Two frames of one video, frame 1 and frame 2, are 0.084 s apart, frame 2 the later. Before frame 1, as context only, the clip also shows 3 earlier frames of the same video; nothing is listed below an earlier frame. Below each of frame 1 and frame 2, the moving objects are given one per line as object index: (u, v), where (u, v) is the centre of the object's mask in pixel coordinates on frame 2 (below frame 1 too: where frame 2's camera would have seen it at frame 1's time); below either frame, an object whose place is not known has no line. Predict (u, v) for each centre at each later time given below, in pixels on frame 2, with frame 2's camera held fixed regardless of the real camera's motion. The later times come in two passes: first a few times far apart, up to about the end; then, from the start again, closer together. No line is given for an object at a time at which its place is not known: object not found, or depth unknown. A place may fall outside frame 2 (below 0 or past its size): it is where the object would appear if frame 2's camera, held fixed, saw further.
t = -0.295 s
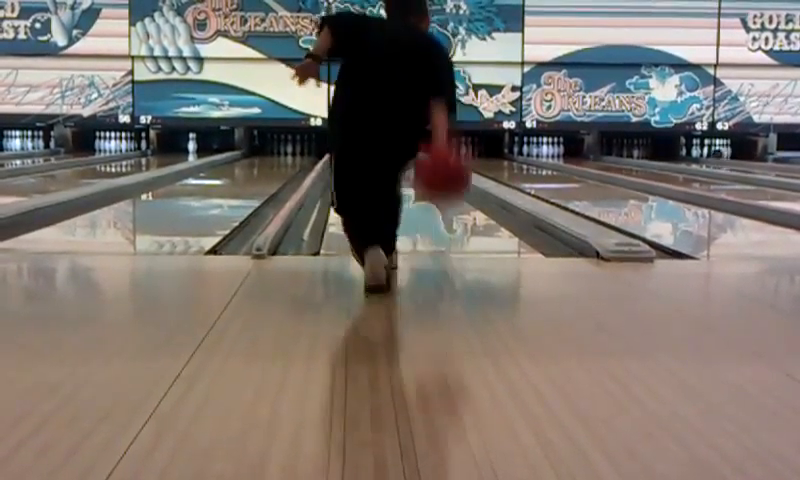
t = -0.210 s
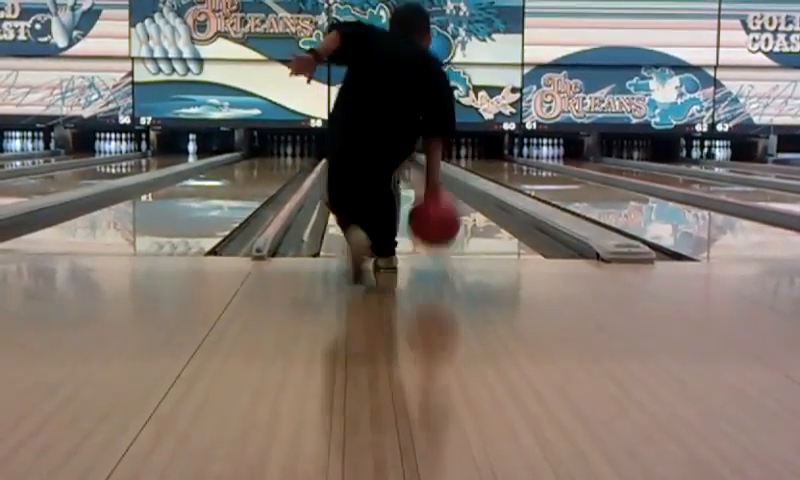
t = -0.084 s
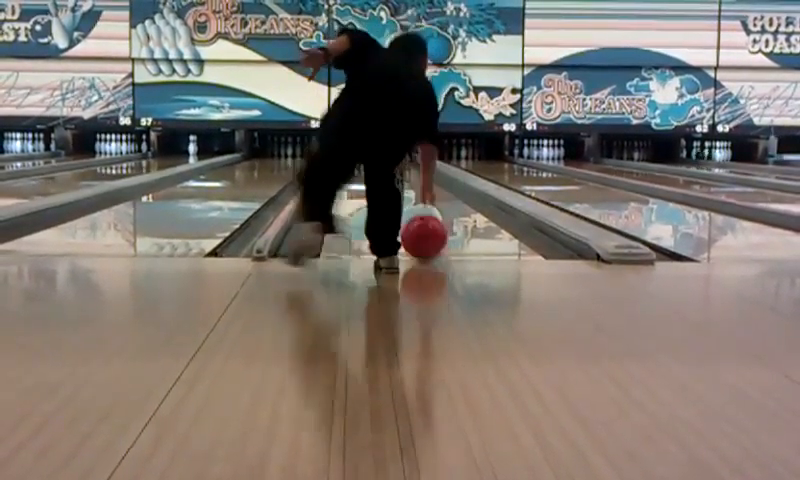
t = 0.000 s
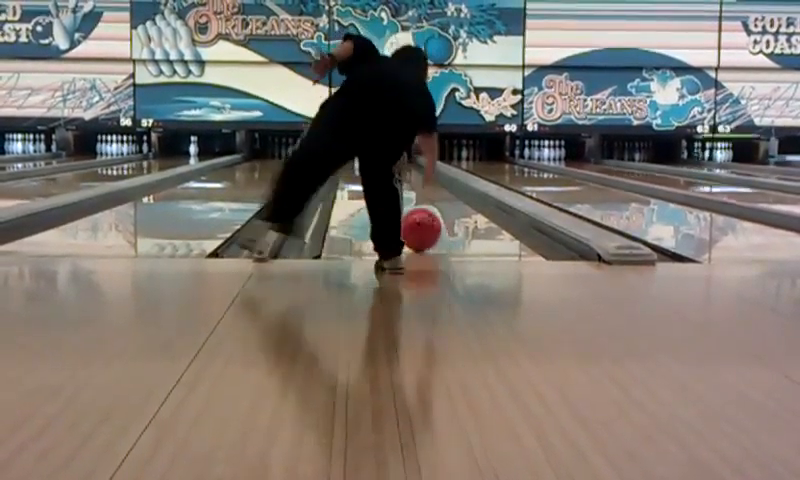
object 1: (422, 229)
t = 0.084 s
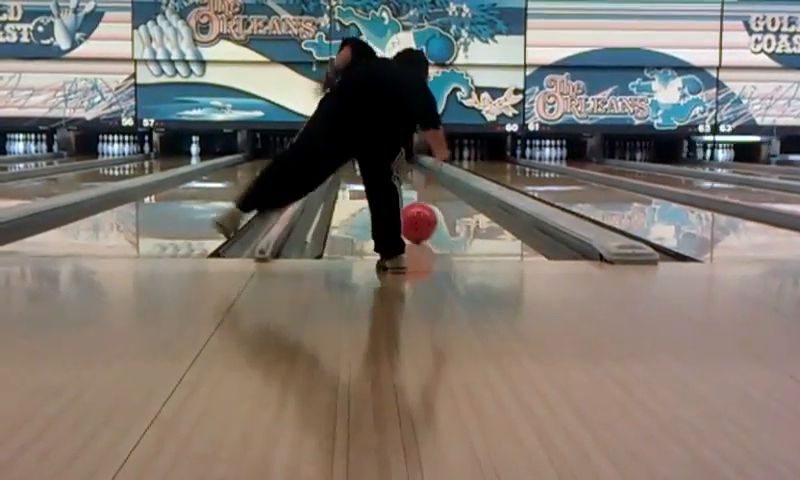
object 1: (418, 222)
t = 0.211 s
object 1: (413, 213)
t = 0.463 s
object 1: (402, 196)
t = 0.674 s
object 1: (398, 190)
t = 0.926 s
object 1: (395, 181)
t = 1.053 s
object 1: (400, 178)
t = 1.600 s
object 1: (387, 171)
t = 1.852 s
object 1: (385, 164)
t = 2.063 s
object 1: (384, 163)
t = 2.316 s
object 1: (382, 161)
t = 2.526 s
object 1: (381, 159)
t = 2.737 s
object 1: (380, 157)
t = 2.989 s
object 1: (379, 155)
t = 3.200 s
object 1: (378, 154)
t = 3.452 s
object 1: (377, 153)
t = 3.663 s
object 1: (379, 152)
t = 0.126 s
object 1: (417, 218)
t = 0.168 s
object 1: (415, 216)
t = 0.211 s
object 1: (413, 213)
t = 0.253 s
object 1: (412, 209)
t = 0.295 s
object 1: (411, 206)
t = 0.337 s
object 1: (410, 204)
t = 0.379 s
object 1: (408, 202)
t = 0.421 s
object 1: (405, 199)
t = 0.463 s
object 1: (402, 196)
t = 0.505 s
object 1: (401, 195)
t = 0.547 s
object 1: (401, 194)
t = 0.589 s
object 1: (400, 193)
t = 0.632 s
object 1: (400, 191)
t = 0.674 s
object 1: (398, 190)
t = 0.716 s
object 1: (397, 188)
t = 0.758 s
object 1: (396, 187)
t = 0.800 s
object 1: (396, 185)
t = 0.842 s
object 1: (395, 184)
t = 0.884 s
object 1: (395, 183)
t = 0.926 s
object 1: (395, 181)
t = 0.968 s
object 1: (397, 181)
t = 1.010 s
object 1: (398, 180)
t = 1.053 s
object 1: (400, 178)
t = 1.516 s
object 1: (381, 173)
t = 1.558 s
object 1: (385, 171)
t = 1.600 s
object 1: (387, 171)
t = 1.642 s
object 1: (386, 168)
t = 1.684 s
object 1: (386, 168)
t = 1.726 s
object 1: (386, 172)
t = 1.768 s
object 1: (385, 165)
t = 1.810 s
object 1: (385, 166)
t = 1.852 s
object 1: (385, 164)
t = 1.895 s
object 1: (385, 164)
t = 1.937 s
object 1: (384, 164)
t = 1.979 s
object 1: (385, 164)
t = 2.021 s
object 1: (384, 163)
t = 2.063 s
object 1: (384, 163)
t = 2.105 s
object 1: (384, 163)
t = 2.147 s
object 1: (384, 162)
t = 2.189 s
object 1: (383, 162)
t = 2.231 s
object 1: (383, 161)
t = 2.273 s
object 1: (383, 161)
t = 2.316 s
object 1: (382, 161)
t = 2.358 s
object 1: (382, 160)
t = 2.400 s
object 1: (382, 160)
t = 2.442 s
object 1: (382, 160)
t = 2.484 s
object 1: (381, 159)
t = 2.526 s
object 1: (381, 159)
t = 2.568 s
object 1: (381, 158)
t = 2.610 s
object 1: (381, 158)
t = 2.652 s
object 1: (381, 158)
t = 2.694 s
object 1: (380, 157)
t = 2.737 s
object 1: (380, 157)
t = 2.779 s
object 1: (380, 157)
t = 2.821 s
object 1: (380, 157)
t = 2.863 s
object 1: (380, 157)
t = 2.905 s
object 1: (380, 156)
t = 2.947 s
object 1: (379, 155)
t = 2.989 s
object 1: (379, 155)
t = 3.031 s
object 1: (379, 155)
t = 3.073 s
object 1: (379, 155)
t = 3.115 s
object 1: (378, 154)
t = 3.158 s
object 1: (378, 154)
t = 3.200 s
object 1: (378, 154)
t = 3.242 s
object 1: (378, 154)
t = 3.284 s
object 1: (378, 154)
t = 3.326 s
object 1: (377, 153)
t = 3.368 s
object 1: (377, 153)
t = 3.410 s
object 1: (377, 153)
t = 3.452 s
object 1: (377, 153)
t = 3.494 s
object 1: (377, 153)
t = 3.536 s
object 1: (377, 153)
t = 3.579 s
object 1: (377, 152)
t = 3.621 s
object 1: (379, 151)
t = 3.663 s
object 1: (379, 152)
